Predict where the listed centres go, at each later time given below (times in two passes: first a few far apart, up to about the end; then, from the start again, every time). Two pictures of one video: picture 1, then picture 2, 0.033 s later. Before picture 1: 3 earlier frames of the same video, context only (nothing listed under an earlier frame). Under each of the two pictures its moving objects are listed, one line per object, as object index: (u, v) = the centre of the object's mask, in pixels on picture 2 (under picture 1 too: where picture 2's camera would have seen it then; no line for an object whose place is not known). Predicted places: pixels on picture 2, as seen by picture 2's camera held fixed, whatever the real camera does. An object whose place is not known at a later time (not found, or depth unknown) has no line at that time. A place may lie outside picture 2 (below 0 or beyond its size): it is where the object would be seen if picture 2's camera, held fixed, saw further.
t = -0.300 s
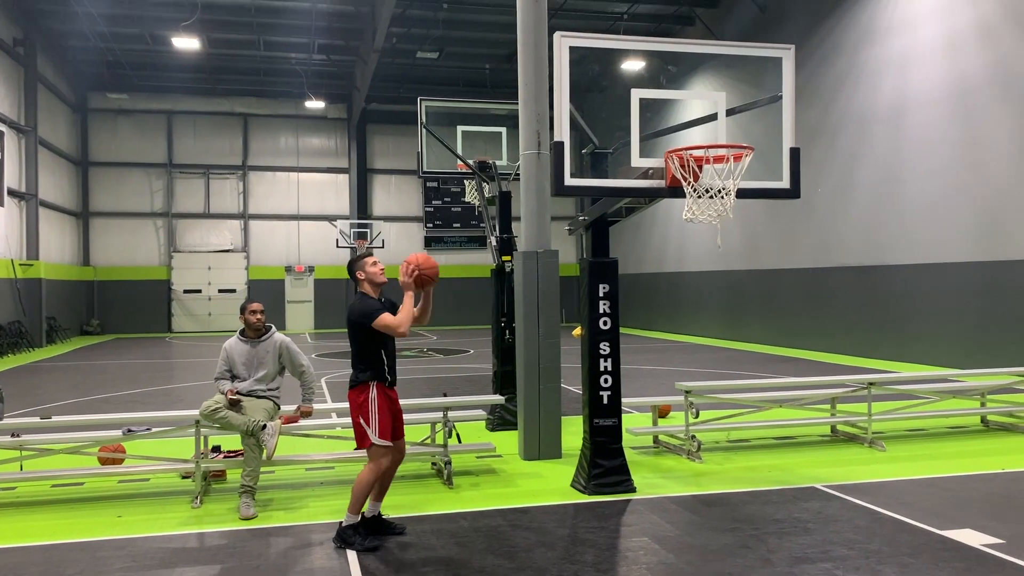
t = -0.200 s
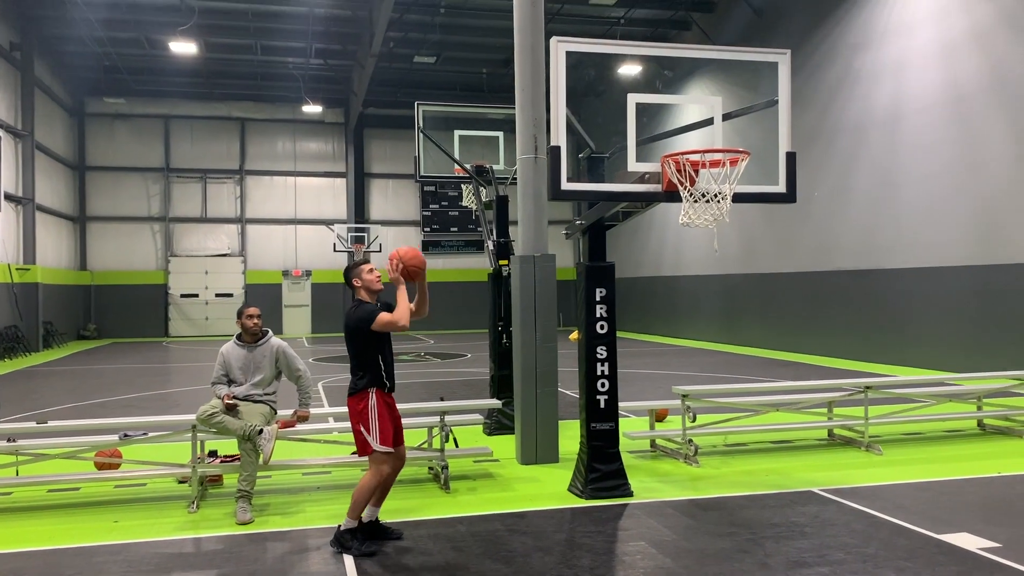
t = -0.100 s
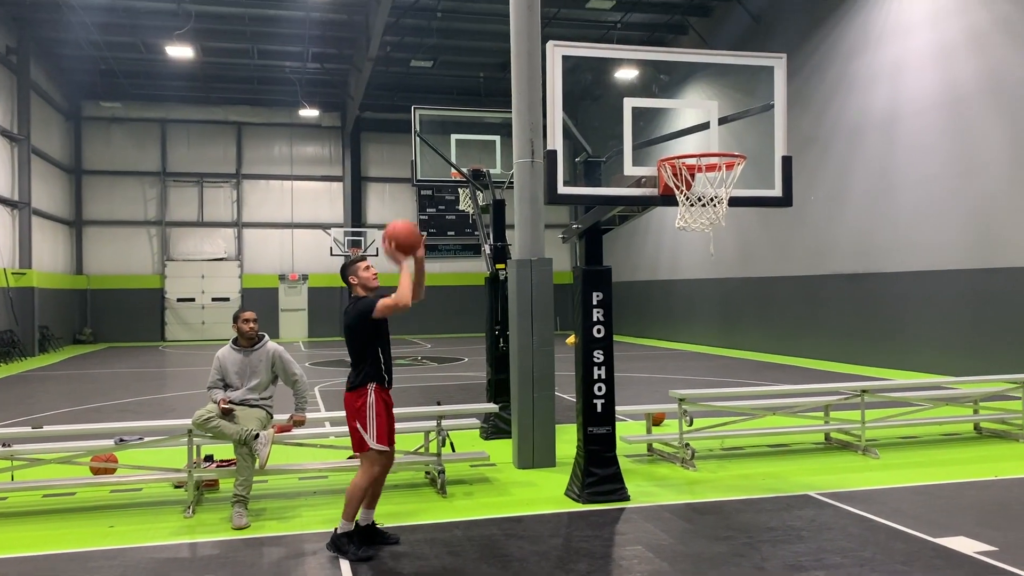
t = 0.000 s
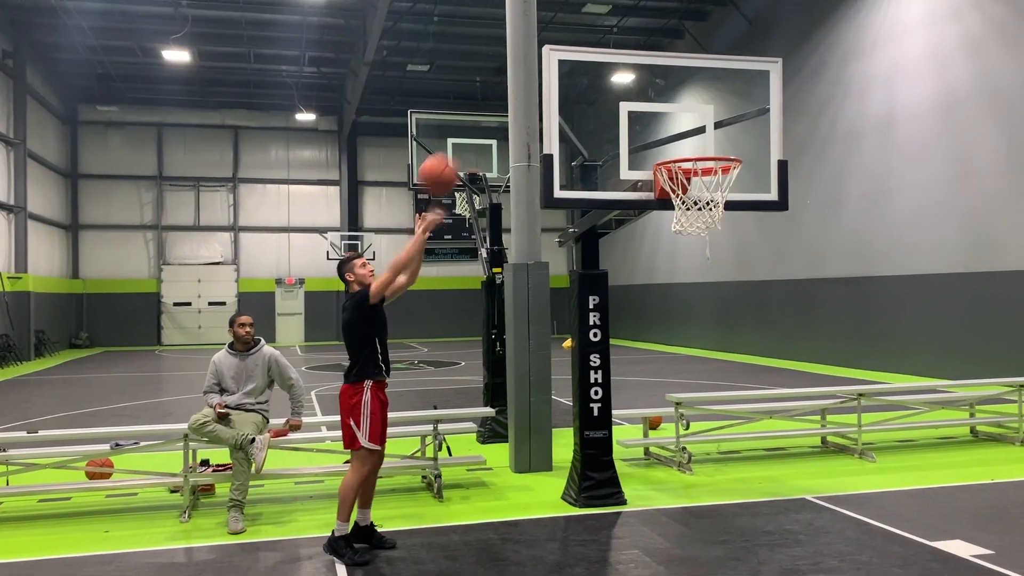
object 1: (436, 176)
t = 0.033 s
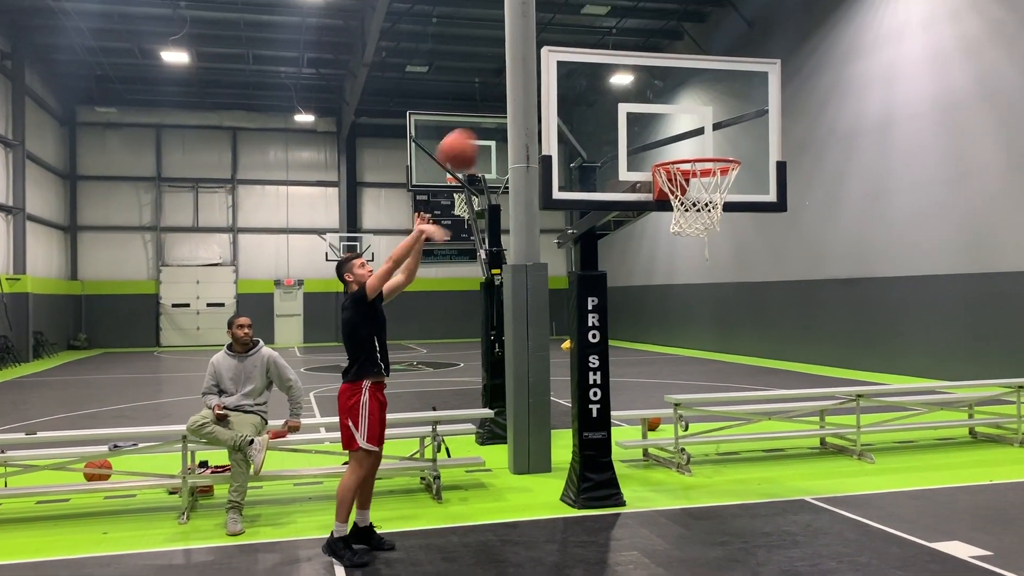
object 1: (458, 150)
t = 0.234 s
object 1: (470, 72)
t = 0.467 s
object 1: (324, 100)
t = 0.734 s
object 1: (154, 251)
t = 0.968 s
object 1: (12, 500)
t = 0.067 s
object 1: (479, 126)
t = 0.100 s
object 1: (501, 106)
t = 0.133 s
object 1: (522, 86)
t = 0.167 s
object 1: (509, 79)
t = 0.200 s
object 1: (488, 75)
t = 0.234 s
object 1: (470, 72)
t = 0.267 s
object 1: (449, 70)
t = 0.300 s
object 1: (428, 71)
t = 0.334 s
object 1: (408, 73)
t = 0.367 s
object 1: (387, 77)
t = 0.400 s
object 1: (365, 84)
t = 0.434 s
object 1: (345, 92)
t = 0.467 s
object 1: (324, 100)
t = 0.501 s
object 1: (303, 112)
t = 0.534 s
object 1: (280, 127)
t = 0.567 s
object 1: (260, 142)
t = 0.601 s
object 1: (239, 160)
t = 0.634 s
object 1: (220, 178)
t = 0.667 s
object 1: (196, 201)
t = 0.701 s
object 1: (176, 225)
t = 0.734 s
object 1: (154, 251)
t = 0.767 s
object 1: (132, 280)
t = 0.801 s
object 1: (108, 312)
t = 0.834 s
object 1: (92, 342)
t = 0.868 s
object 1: (69, 379)
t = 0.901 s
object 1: (48, 413)
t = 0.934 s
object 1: (26, 455)
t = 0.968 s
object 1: (12, 500)
